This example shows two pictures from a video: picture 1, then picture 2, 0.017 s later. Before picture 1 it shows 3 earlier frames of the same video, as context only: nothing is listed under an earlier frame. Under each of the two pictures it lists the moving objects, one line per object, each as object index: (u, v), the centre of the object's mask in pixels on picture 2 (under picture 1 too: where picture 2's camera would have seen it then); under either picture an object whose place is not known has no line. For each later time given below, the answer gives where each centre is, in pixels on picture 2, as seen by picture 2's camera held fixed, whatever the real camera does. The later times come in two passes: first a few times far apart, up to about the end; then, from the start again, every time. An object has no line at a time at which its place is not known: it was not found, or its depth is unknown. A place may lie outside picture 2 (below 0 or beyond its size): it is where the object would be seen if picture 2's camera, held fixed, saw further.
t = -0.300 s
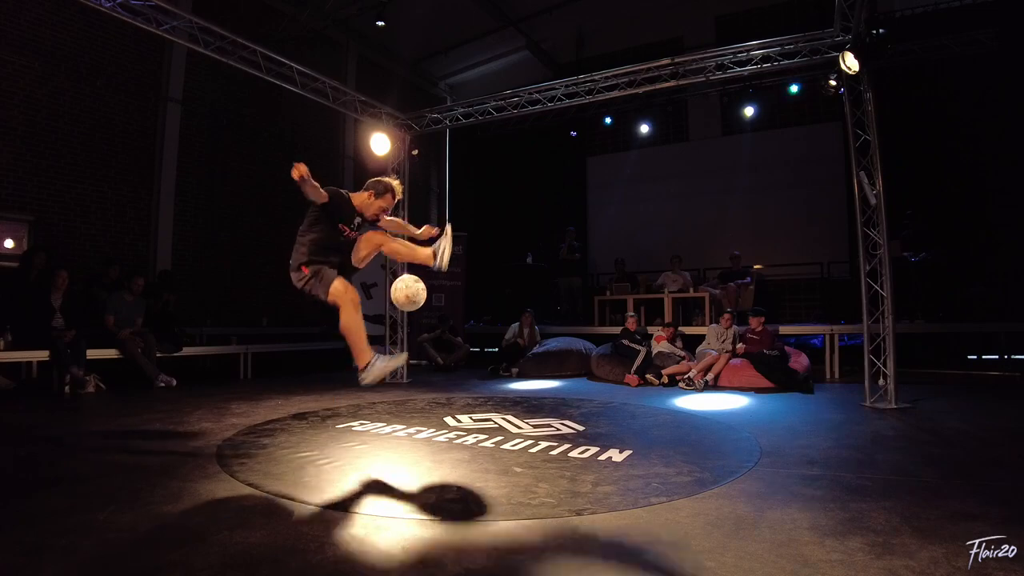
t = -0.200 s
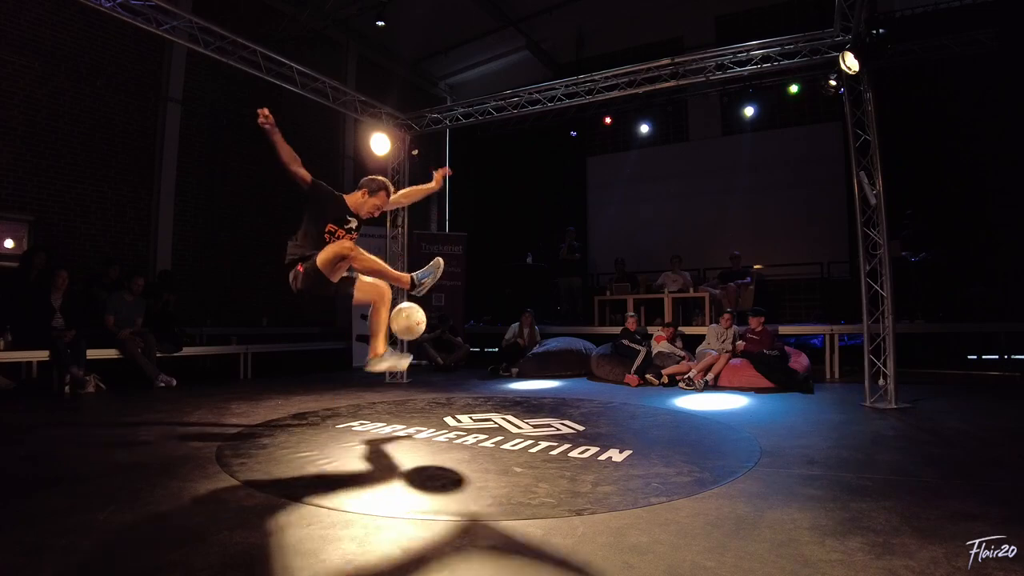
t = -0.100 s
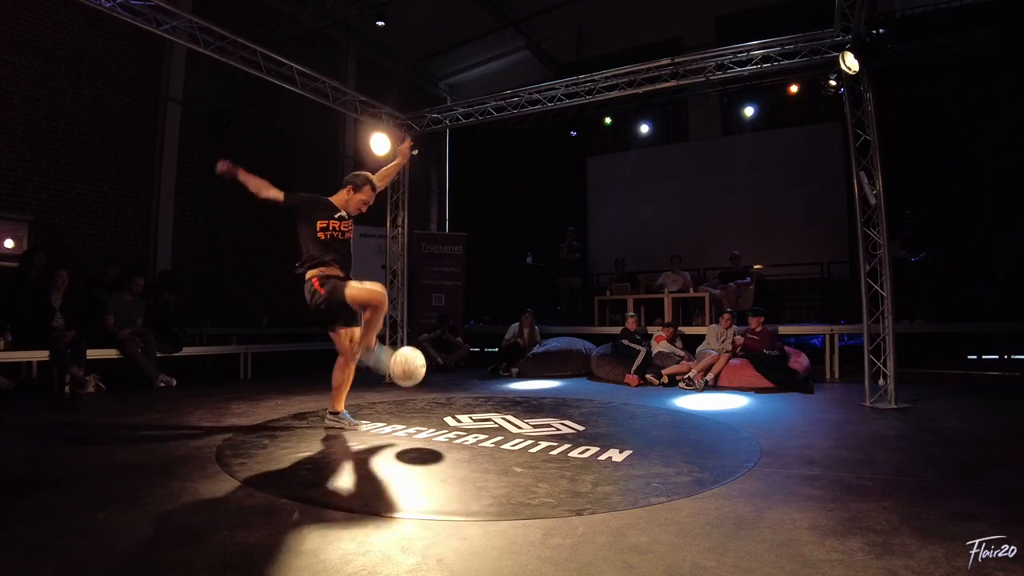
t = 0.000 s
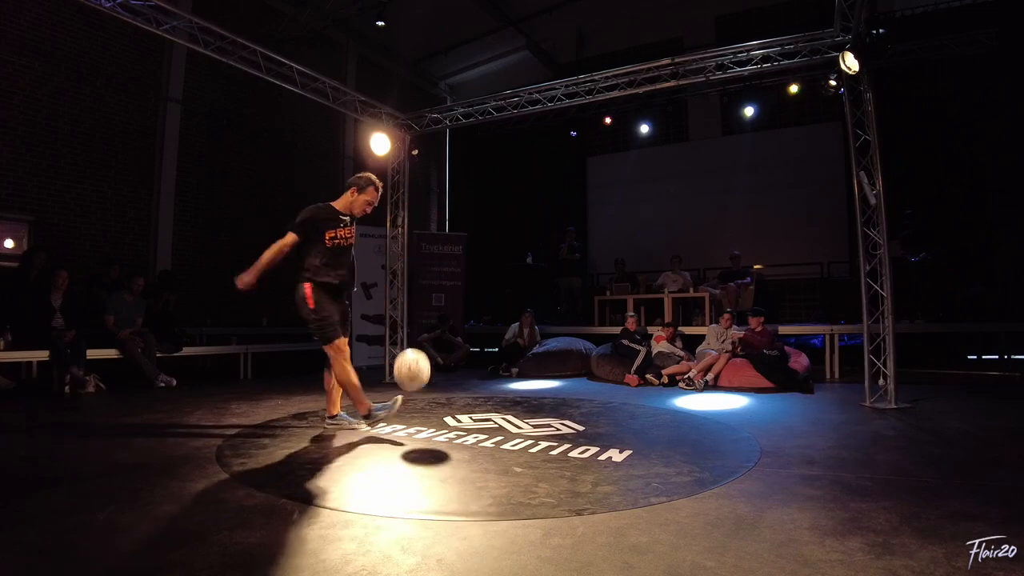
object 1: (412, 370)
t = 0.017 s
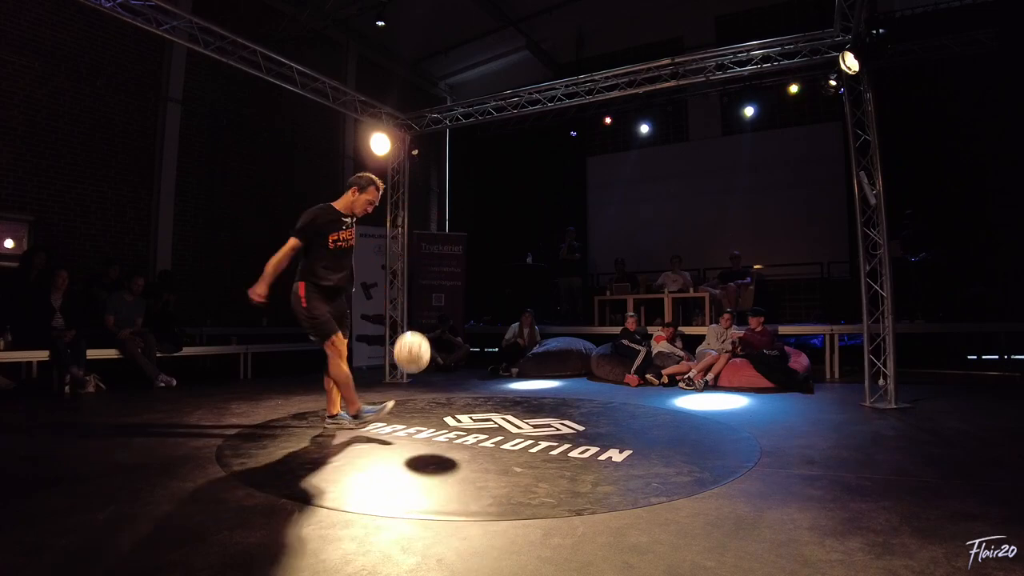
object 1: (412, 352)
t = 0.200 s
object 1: (412, 197)
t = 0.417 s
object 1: (414, 92)
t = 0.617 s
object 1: (415, 60)
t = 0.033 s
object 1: (412, 335)
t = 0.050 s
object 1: (412, 319)
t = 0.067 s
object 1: (412, 303)
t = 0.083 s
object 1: (412, 288)
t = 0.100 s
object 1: (412, 273)
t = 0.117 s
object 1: (412, 259)
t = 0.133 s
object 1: (412, 246)
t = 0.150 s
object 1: (412, 233)
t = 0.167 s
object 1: (412, 221)
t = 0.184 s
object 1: (412, 209)
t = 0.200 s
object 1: (412, 197)
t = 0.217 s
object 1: (412, 186)
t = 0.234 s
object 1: (412, 175)
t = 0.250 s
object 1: (412, 166)
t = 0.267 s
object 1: (412, 156)
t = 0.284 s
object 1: (412, 147)
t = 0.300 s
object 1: (413, 139)
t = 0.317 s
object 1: (413, 131)
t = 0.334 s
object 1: (413, 123)
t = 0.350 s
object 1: (413, 116)
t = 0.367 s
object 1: (413, 110)
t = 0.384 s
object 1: (413, 103)
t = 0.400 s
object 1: (413, 98)
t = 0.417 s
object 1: (414, 92)
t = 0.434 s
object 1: (414, 87)
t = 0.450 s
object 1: (414, 83)
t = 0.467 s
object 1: (414, 79)
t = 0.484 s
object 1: (414, 75)
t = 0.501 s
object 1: (414, 72)
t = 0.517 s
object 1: (414, 69)
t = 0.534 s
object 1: (414, 67)
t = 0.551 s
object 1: (414, 64)
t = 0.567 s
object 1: (415, 63)
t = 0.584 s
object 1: (415, 61)
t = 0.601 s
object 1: (415, 60)
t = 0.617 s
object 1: (415, 60)
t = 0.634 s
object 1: (415, 60)
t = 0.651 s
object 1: (415, 60)
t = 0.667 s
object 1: (415, 60)
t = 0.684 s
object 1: (415, 62)
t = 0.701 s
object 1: (415, 63)
